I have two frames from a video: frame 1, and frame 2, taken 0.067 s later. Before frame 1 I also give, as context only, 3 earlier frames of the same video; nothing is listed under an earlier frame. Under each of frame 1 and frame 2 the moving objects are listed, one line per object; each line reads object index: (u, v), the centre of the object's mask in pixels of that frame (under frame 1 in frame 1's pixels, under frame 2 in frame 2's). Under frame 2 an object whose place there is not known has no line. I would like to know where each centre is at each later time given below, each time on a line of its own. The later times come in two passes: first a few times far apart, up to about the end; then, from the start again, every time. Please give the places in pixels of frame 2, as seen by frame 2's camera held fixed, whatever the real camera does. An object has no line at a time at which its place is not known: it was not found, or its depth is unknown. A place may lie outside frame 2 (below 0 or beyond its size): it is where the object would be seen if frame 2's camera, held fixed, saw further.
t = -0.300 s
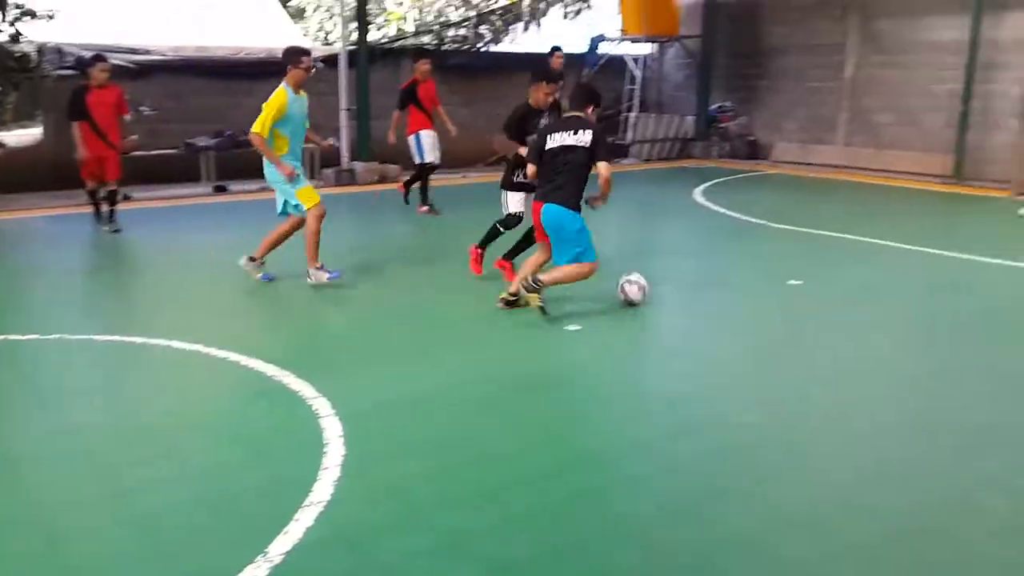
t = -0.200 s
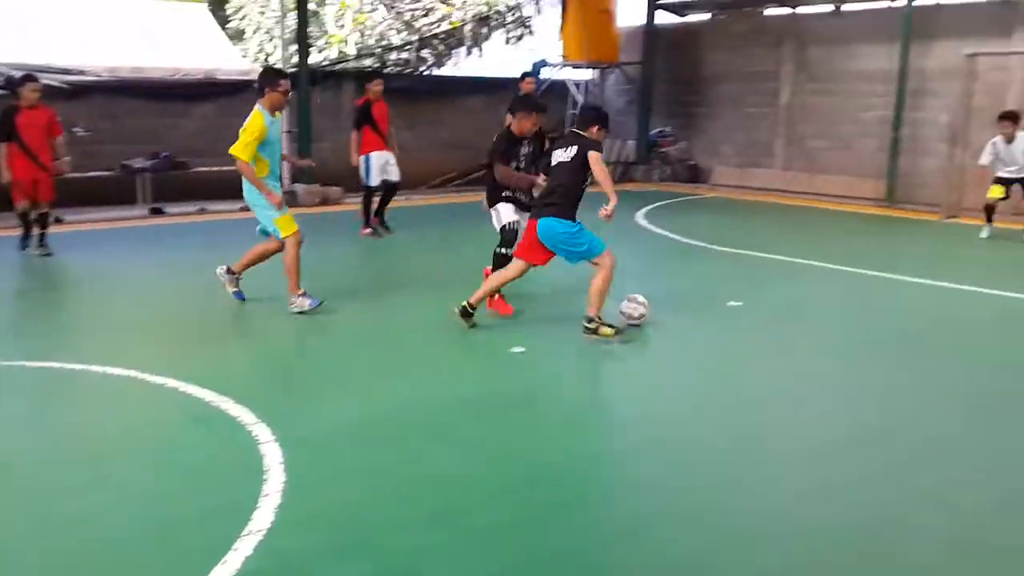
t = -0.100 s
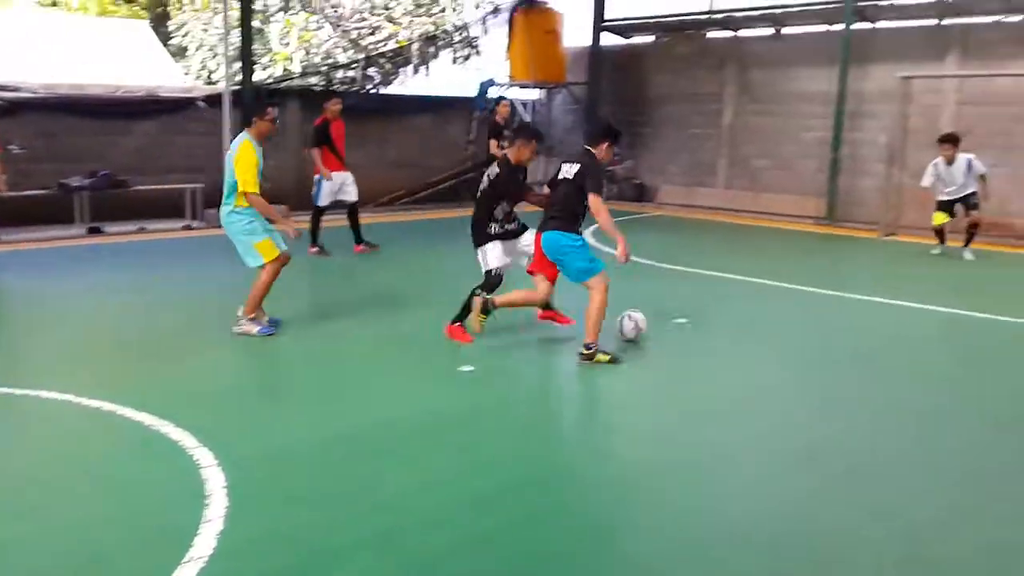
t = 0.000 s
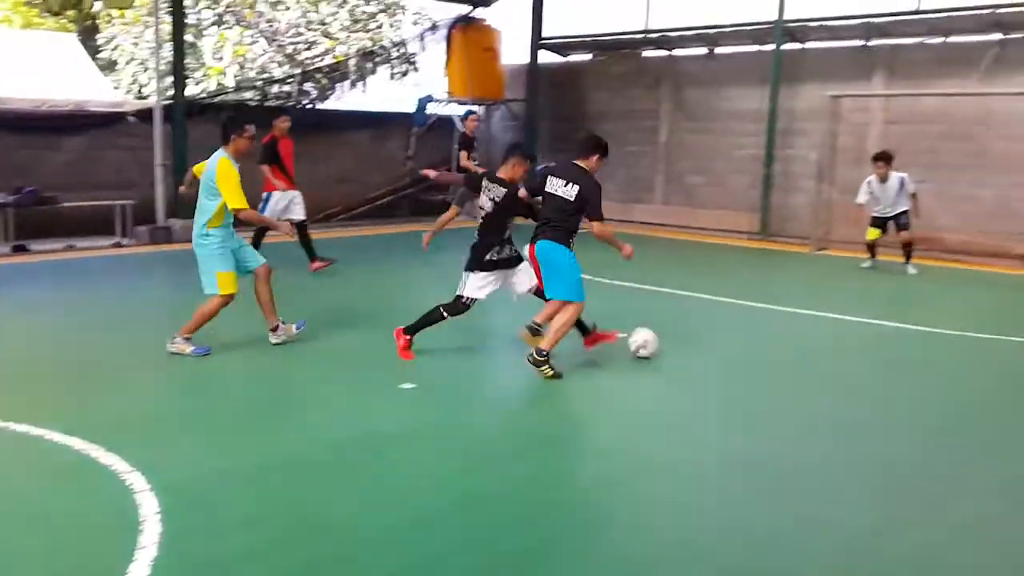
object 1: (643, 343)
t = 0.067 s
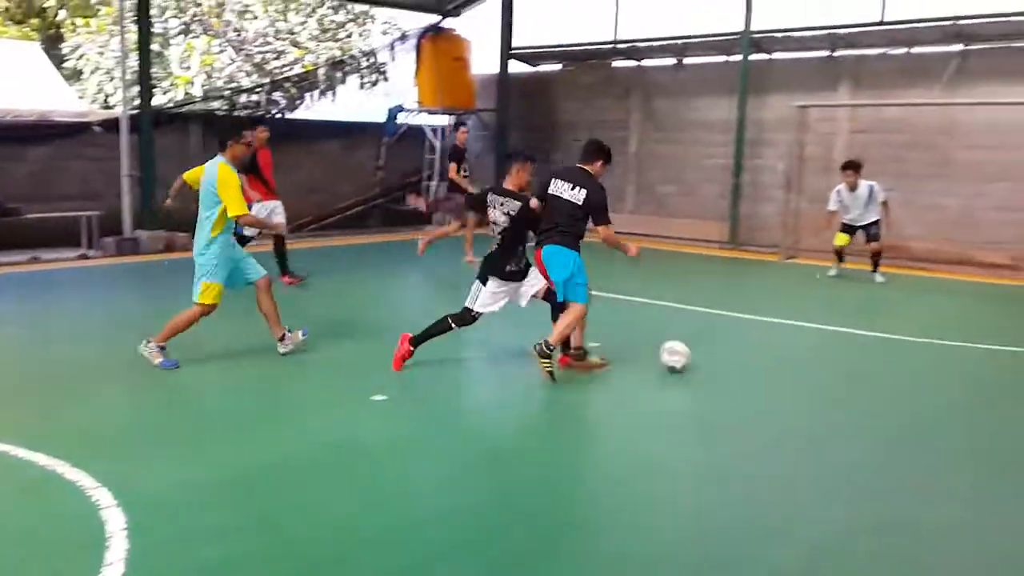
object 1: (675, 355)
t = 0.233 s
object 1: (830, 365)
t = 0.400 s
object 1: (997, 377)
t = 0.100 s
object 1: (706, 357)
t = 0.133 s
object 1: (735, 359)
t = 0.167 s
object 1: (765, 361)
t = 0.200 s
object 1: (797, 362)
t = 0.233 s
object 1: (830, 365)
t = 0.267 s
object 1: (862, 367)
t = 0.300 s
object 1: (895, 370)
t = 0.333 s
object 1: (928, 373)
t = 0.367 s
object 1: (961, 375)
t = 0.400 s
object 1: (997, 377)
